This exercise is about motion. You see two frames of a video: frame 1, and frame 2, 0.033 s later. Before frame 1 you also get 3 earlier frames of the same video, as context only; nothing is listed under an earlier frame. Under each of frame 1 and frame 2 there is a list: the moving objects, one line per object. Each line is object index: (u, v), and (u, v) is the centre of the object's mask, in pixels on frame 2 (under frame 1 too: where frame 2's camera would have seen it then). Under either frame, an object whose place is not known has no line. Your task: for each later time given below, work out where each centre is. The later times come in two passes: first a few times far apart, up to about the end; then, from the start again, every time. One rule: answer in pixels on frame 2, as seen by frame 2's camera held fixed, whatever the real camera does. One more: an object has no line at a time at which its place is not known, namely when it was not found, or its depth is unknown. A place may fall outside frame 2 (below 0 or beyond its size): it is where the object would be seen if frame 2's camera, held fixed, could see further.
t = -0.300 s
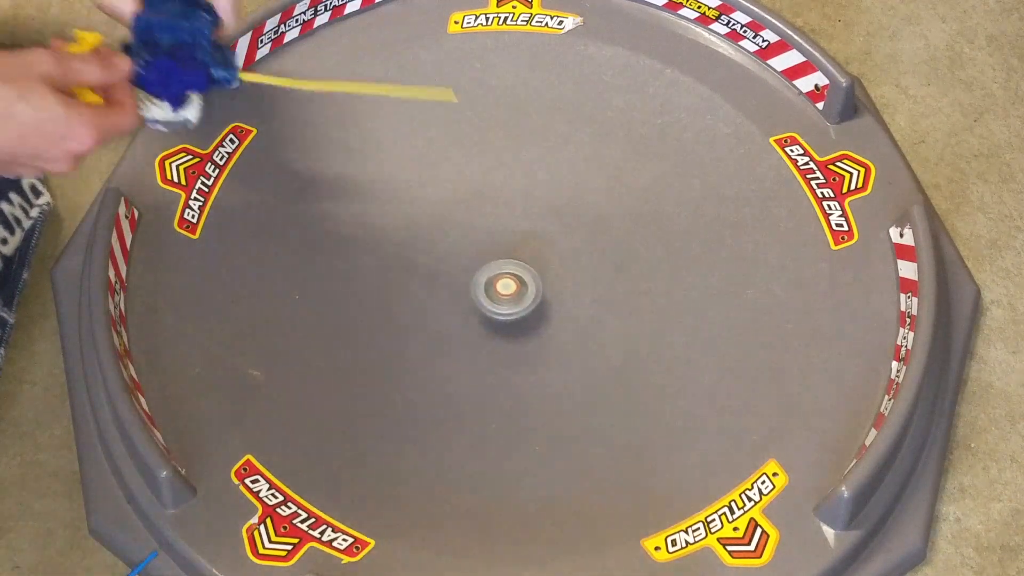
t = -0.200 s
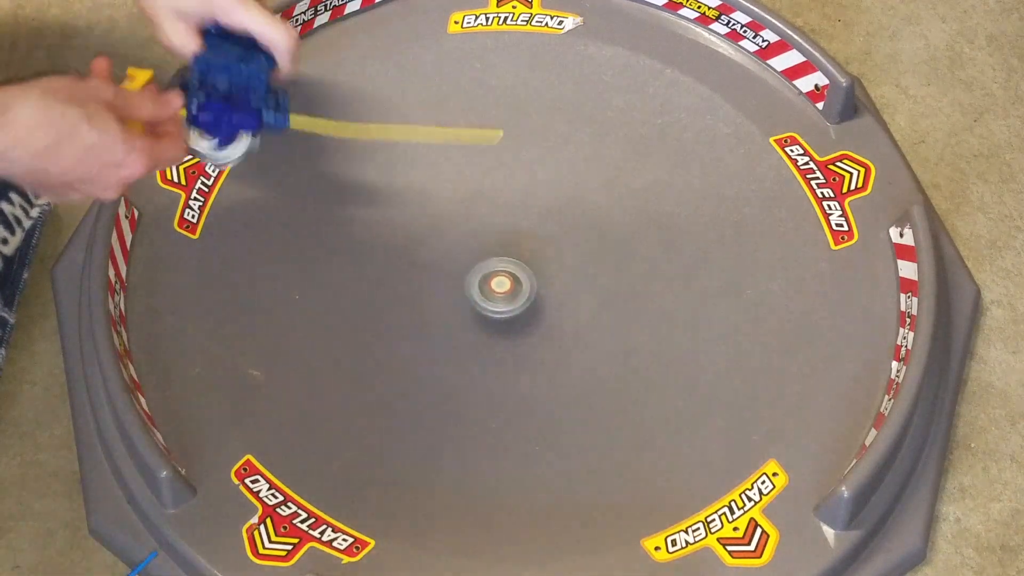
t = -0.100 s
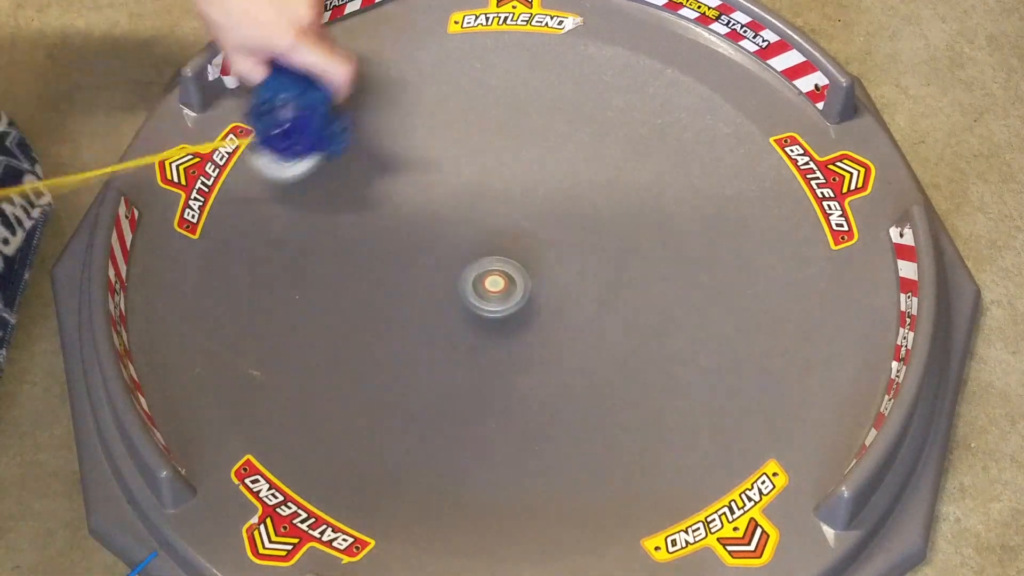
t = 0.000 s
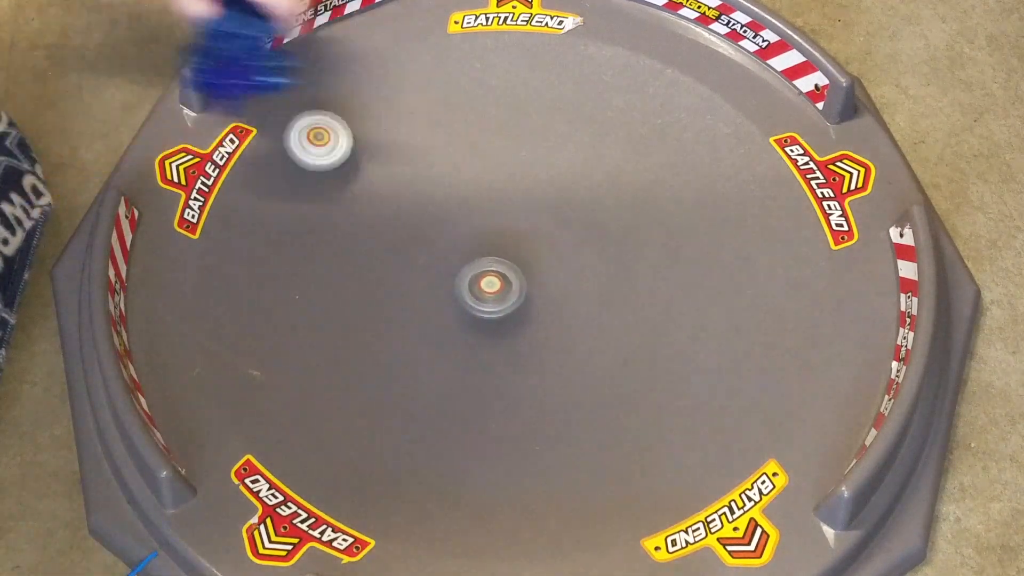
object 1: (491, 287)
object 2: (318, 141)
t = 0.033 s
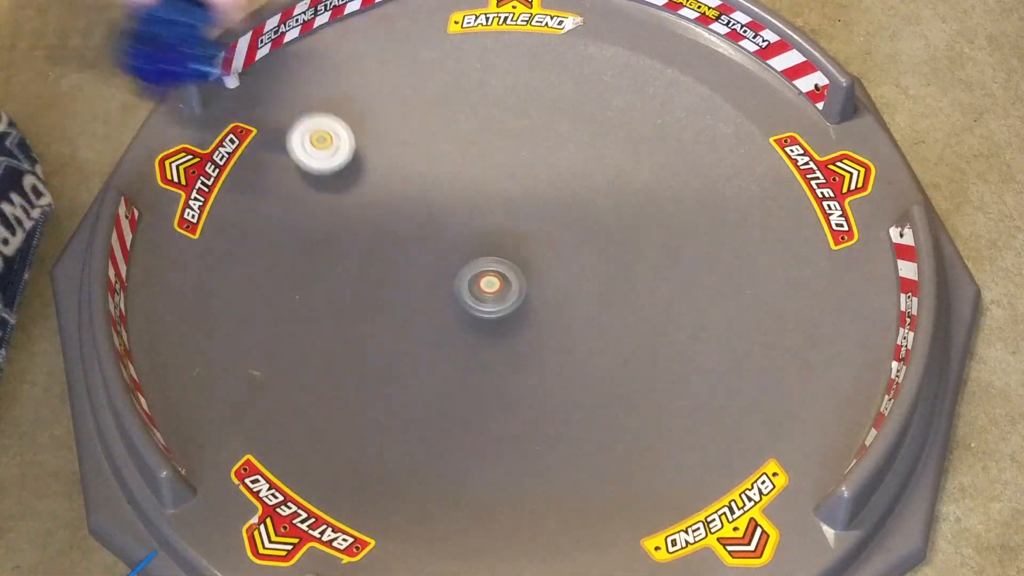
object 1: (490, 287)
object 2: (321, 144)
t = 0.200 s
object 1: (491, 288)
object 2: (340, 162)
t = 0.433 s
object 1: (493, 280)
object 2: (396, 151)
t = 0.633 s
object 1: (485, 272)
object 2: (435, 142)
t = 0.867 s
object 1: (484, 272)
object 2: (472, 132)
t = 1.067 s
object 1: (489, 270)
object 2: (506, 137)
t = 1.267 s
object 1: (494, 262)
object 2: (541, 141)
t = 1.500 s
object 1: (497, 255)
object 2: (579, 153)
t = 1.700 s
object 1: (500, 255)
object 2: (610, 166)
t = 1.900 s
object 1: (508, 256)
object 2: (637, 183)
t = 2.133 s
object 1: (516, 258)
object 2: (663, 204)
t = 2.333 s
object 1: (526, 259)
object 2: (677, 224)
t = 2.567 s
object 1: (528, 260)
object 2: (689, 251)
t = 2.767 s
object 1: (529, 267)
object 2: (693, 274)
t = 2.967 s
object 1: (531, 273)
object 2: (691, 297)
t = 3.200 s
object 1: (530, 275)
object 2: (683, 326)
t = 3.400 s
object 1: (526, 281)
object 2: (671, 350)
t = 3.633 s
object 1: (521, 286)
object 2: (651, 375)
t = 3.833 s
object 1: (521, 286)
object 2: (626, 391)
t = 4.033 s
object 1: (516, 284)
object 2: (596, 403)
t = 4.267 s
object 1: (503, 284)
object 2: (555, 412)
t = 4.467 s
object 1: (498, 284)
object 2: (521, 416)
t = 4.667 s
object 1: (502, 284)
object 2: (490, 413)
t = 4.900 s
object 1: (500, 281)
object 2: (456, 401)
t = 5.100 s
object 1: (497, 275)
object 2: (431, 385)
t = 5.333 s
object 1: (494, 266)
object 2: (405, 362)
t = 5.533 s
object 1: (491, 260)
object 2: (388, 341)
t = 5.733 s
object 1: (491, 262)
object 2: (376, 318)
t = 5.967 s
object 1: (502, 262)
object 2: (369, 291)
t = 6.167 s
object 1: (512, 262)
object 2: (371, 268)
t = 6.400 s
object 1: (524, 262)
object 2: (379, 243)
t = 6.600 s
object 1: (528, 261)
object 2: (392, 223)
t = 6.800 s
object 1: (528, 264)
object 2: (409, 207)
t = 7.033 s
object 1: (527, 273)
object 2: (434, 192)
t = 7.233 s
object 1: (527, 280)
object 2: (457, 184)
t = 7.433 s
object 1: (525, 283)
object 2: (481, 180)
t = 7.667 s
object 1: (519, 286)
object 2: (510, 182)
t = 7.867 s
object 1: (513, 287)
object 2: (533, 190)
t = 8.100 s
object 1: (509, 286)
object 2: (558, 204)
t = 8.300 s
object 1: (503, 284)
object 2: (576, 219)
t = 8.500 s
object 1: (499, 281)
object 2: (588, 236)
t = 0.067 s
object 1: (490, 287)
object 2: (323, 149)
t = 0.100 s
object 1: (490, 288)
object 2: (326, 153)
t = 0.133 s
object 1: (491, 288)
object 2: (331, 157)
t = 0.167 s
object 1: (491, 288)
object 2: (336, 160)
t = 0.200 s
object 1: (491, 288)
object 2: (340, 162)
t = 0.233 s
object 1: (491, 288)
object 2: (345, 164)
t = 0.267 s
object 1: (493, 288)
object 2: (351, 166)
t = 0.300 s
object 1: (493, 287)
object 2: (357, 166)
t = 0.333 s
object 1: (494, 285)
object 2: (366, 164)
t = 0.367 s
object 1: (495, 284)
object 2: (376, 160)
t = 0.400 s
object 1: (494, 282)
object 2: (387, 156)
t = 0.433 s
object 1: (493, 280)
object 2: (396, 151)
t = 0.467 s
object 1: (492, 278)
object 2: (404, 147)
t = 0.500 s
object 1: (491, 276)
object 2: (411, 145)
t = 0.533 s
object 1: (490, 275)
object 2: (417, 143)
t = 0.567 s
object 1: (488, 274)
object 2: (424, 143)
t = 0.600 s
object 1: (487, 273)
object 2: (430, 142)
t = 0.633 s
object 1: (485, 272)
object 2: (435, 142)
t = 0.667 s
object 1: (484, 272)
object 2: (441, 141)
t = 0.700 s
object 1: (484, 272)
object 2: (446, 139)
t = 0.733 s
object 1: (483, 272)
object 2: (452, 136)
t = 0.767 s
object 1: (483, 272)
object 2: (457, 134)
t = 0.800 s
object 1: (483, 272)
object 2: (462, 133)
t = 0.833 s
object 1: (484, 272)
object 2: (467, 133)
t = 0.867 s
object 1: (484, 272)
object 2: (472, 132)
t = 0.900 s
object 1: (485, 272)
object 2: (478, 133)
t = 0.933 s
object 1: (486, 272)
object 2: (484, 133)
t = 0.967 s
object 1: (486, 272)
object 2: (489, 134)
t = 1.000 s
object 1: (487, 271)
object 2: (495, 135)
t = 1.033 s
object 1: (488, 271)
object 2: (501, 136)
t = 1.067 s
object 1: (489, 270)
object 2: (506, 137)
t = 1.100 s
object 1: (490, 269)
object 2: (512, 137)
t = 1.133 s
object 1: (491, 268)
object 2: (518, 138)
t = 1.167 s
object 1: (492, 267)
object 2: (524, 139)
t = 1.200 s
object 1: (493, 265)
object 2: (530, 139)
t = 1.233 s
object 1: (494, 264)
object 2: (535, 140)
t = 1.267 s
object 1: (494, 262)
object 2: (541, 141)
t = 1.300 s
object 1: (495, 261)
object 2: (546, 143)
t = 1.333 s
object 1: (496, 260)
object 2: (552, 144)
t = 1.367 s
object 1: (496, 258)
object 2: (557, 146)
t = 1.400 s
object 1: (497, 257)
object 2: (563, 147)
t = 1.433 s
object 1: (497, 256)
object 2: (568, 149)
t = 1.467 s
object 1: (497, 256)
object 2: (574, 151)
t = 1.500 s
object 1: (497, 255)
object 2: (579, 153)
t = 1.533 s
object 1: (497, 255)
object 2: (585, 155)
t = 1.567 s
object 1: (498, 255)
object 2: (590, 157)
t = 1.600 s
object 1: (499, 255)
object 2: (595, 159)
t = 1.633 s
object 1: (499, 255)
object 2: (600, 161)
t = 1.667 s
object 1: (500, 255)
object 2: (605, 164)
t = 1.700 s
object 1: (500, 255)
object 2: (610, 166)
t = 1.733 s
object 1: (501, 255)
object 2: (615, 169)
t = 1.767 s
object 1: (503, 255)
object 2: (619, 171)
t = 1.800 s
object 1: (504, 255)
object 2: (624, 174)
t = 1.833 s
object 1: (505, 255)
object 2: (629, 177)
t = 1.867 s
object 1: (506, 256)
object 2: (633, 180)
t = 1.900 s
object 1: (508, 256)
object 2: (637, 183)
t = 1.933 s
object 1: (509, 256)
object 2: (641, 186)
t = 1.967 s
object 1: (510, 256)
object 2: (645, 188)
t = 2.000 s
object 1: (512, 257)
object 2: (649, 192)
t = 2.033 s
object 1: (512, 257)
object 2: (653, 195)
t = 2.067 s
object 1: (514, 257)
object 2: (656, 198)
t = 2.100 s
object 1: (515, 258)
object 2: (660, 201)
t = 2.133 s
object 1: (516, 258)
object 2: (663, 204)
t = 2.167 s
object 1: (518, 258)
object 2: (666, 207)
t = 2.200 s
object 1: (520, 258)
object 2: (669, 210)
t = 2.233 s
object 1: (522, 259)
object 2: (671, 213)
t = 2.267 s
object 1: (523, 259)
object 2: (673, 217)
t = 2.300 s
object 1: (525, 259)
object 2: (675, 220)
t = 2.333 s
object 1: (526, 259)
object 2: (677, 224)
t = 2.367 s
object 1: (526, 259)
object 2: (679, 228)
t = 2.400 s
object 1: (527, 259)
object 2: (681, 232)
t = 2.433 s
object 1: (527, 259)
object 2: (683, 235)
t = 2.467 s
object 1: (528, 259)
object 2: (684, 239)
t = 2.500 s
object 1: (528, 259)
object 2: (686, 243)
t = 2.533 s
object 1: (528, 260)
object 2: (687, 247)
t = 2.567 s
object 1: (528, 260)
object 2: (689, 251)
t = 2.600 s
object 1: (528, 261)
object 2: (690, 255)
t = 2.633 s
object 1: (528, 262)
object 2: (691, 259)
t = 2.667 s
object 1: (528, 263)
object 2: (692, 263)
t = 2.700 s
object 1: (528, 264)
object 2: (692, 266)
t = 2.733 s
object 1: (528, 265)
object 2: (693, 270)
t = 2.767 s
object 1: (529, 267)
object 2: (693, 274)
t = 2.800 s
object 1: (529, 268)
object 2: (693, 278)
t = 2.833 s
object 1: (530, 269)
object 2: (693, 282)
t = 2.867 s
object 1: (530, 270)
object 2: (692, 285)
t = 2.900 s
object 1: (531, 272)
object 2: (692, 289)
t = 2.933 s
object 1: (531, 272)
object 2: (691, 293)
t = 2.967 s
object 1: (531, 273)
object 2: (691, 297)
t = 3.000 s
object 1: (531, 273)
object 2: (690, 301)
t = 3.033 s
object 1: (531, 274)
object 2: (689, 305)
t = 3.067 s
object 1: (531, 274)
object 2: (688, 309)
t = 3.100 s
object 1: (531, 274)
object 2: (687, 313)
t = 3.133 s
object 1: (531, 274)
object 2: (685, 318)
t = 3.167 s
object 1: (530, 275)
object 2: (684, 322)
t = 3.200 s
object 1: (530, 275)
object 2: (683, 326)
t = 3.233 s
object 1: (529, 276)
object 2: (681, 330)
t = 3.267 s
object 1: (528, 277)
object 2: (679, 335)
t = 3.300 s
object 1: (528, 278)
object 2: (677, 338)
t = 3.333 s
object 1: (527, 279)
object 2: (676, 342)
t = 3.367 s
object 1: (527, 280)
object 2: (674, 347)
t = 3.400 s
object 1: (526, 281)
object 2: (671, 350)
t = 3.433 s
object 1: (525, 282)
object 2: (669, 354)
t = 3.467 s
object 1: (525, 283)
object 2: (667, 358)
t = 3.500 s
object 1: (524, 283)
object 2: (664, 361)
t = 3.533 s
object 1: (523, 284)
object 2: (661, 365)
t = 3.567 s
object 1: (522, 285)
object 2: (658, 368)
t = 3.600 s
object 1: (521, 286)
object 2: (654, 371)
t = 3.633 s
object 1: (521, 286)
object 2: (651, 375)
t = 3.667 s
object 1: (521, 287)
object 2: (647, 378)
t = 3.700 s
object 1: (521, 287)
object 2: (644, 380)
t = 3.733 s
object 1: (521, 287)
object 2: (640, 383)
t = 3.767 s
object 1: (521, 287)
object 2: (635, 386)
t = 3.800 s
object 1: (521, 286)
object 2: (631, 388)
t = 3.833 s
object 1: (521, 286)
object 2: (626, 391)
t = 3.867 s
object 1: (520, 285)
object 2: (622, 393)
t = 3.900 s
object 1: (520, 285)
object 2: (617, 395)
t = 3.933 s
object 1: (519, 285)
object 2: (612, 397)
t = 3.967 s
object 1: (518, 284)
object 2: (606, 399)
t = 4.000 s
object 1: (517, 284)
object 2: (601, 401)
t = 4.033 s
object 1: (516, 284)
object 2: (596, 403)
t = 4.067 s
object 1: (514, 284)
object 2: (590, 404)
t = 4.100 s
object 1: (512, 284)
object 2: (584, 406)
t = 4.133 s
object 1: (510, 284)
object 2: (579, 407)
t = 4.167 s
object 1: (508, 284)
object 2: (573, 409)
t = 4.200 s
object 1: (506, 284)
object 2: (567, 410)
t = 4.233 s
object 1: (504, 284)
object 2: (561, 411)
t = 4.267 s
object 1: (503, 284)
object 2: (555, 412)
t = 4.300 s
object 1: (501, 285)
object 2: (550, 413)
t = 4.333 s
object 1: (499, 285)
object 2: (544, 414)
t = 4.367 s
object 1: (498, 284)
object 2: (538, 415)
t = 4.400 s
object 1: (497, 284)
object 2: (532, 415)
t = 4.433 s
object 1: (497, 284)
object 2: (527, 416)
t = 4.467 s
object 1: (498, 284)
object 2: (521, 416)
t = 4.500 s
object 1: (498, 284)
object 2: (516, 415)
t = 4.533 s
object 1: (499, 284)
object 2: (510, 416)
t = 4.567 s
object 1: (500, 284)
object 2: (505, 415)
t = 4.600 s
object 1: (501, 284)
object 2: (500, 414)
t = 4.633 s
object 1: (501, 284)
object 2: (495, 414)
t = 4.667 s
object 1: (502, 284)
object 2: (490, 413)
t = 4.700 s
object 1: (502, 284)
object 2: (485, 411)
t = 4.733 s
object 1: (502, 283)
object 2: (480, 410)
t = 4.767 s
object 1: (502, 283)
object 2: (475, 408)
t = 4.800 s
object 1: (502, 282)
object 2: (470, 406)
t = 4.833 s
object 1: (501, 282)
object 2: (465, 405)
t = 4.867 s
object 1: (501, 282)
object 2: (461, 404)
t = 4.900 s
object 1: (500, 281)
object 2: (456, 401)
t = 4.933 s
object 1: (500, 280)
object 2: (452, 398)
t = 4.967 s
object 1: (499, 280)
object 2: (448, 396)
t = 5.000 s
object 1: (499, 279)
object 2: (444, 393)
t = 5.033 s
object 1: (498, 278)
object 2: (439, 390)
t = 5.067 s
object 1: (497, 277)
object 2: (436, 388)
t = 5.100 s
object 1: (497, 275)
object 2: (431, 385)
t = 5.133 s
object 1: (497, 274)
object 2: (428, 382)
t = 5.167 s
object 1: (496, 273)
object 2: (424, 379)
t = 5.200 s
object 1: (496, 271)
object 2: (420, 375)
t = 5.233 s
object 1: (495, 270)
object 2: (416, 372)
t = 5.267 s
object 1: (495, 269)
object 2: (412, 369)
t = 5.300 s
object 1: (495, 267)
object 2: (409, 366)
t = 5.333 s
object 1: (494, 266)
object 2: (405, 362)
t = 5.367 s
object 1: (494, 265)
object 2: (402, 359)
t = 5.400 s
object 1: (494, 263)
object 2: (399, 355)
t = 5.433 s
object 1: (493, 262)
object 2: (396, 352)
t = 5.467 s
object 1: (493, 261)
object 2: (394, 348)
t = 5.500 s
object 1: (492, 260)
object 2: (391, 344)
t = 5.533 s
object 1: (491, 260)
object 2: (388, 341)
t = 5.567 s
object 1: (491, 260)
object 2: (386, 337)
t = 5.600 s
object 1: (490, 259)
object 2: (384, 333)
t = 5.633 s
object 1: (490, 260)
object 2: (382, 330)
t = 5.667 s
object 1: (490, 260)
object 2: (380, 326)
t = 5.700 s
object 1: (490, 261)
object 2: (378, 322)
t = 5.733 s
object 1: (491, 262)
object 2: (376, 318)
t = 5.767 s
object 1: (492, 262)
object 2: (375, 314)
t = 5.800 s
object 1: (493, 262)
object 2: (373, 310)
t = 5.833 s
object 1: (495, 263)
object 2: (372, 306)
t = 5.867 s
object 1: (496, 263)
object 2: (371, 302)
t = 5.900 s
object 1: (498, 263)
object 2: (370, 298)
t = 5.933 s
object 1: (500, 262)
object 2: (370, 294)
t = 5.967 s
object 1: (502, 262)
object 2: (369, 291)
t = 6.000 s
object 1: (503, 262)
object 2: (369, 286)
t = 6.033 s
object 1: (505, 262)
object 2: (369, 283)
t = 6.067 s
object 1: (507, 263)
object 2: (369, 279)
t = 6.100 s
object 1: (509, 263)
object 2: (370, 275)
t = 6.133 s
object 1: (510, 262)
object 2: (371, 272)
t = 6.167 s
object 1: (512, 262)
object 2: (371, 268)
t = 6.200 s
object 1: (514, 262)
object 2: (372, 264)
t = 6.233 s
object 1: (516, 262)
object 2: (373, 261)
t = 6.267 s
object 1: (518, 262)
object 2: (374, 257)
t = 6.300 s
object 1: (520, 262)
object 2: (375, 254)
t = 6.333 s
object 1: (521, 262)
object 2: (377, 250)
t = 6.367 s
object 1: (523, 262)
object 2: (378, 247)
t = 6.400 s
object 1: (524, 262)
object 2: (379, 243)
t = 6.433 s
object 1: (525, 262)
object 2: (381, 240)
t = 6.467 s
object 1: (526, 262)
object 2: (383, 237)
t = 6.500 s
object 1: (527, 261)
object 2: (385, 233)
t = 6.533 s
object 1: (528, 262)
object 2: (387, 230)
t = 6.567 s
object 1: (528, 262)
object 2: (389, 227)
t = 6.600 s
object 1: (528, 261)
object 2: (392, 223)
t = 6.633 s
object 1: (528, 261)
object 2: (395, 220)
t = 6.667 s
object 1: (528, 262)
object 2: (398, 217)
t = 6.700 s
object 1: (528, 262)
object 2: (400, 214)
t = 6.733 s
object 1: (528, 262)
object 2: (403, 212)
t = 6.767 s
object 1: (528, 263)
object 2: (406, 209)
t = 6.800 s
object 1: (528, 264)
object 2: (409, 207)
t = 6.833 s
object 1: (527, 265)
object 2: (413, 204)
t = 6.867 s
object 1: (527, 266)
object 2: (416, 202)
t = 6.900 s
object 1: (527, 268)
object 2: (420, 200)
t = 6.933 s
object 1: (527, 269)
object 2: (423, 198)
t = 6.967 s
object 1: (527, 270)
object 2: (427, 196)
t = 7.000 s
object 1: (527, 271)
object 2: (430, 194)
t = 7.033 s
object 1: (527, 273)
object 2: (434, 192)
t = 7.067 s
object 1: (527, 274)
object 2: (437, 190)
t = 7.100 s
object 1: (527, 275)
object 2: (441, 189)
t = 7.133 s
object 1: (527, 277)
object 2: (445, 187)
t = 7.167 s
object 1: (527, 278)
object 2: (448, 186)
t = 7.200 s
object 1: (527, 279)
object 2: (453, 185)
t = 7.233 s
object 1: (527, 280)
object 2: (457, 184)
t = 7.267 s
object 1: (527, 280)
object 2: (460, 183)
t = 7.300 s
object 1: (527, 281)
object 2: (465, 182)
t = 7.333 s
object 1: (527, 281)
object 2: (469, 181)
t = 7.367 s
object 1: (527, 282)
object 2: (473, 181)
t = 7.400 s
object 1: (526, 283)
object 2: (477, 180)
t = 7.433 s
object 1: (525, 283)
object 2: (481, 180)
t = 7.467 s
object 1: (525, 283)
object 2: (485, 179)
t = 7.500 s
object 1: (524, 284)
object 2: (489, 179)
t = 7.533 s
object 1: (523, 285)
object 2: (493, 180)
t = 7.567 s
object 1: (522, 285)
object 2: (498, 180)
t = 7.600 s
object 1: (522, 285)
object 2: (502, 180)
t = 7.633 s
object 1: (521, 286)
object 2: (506, 181)
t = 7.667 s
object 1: (519, 286)
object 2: (510, 182)
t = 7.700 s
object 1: (518, 287)
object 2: (514, 183)
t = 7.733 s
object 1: (517, 287)
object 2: (518, 184)
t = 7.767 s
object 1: (516, 287)
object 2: (522, 185)
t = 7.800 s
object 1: (515, 287)
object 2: (526, 187)
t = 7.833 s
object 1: (514, 287)
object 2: (530, 189)
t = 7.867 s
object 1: (513, 287)
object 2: (533, 190)
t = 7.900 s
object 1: (513, 287)
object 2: (537, 192)
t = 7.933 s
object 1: (512, 287)
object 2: (541, 194)
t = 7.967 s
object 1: (512, 287)
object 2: (544, 196)
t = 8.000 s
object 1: (511, 286)
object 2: (548, 197)
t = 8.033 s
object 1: (510, 286)
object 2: (551, 200)
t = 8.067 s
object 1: (510, 286)
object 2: (555, 202)
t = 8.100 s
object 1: (509, 286)
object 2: (558, 204)
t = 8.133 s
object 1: (509, 286)
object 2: (561, 206)
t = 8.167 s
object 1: (508, 286)
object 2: (564, 209)
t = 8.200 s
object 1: (507, 285)
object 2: (568, 212)
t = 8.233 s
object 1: (506, 284)
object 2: (571, 214)
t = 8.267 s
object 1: (504, 284)
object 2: (573, 217)
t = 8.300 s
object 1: (503, 284)
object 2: (576, 219)
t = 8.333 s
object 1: (503, 284)
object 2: (578, 222)
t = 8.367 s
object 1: (502, 283)
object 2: (580, 225)
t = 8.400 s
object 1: (501, 283)
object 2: (583, 228)
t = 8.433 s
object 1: (500, 282)
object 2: (584, 230)
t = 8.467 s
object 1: (499, 281)
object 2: (586, 233)
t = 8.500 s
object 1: (499, 281)
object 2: (588, 236)
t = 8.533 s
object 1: (498, 281)
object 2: (589, 240)
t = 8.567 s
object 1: (497, 280)
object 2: (591, 243)
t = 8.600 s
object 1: (496, 279)
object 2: (592, 246)
